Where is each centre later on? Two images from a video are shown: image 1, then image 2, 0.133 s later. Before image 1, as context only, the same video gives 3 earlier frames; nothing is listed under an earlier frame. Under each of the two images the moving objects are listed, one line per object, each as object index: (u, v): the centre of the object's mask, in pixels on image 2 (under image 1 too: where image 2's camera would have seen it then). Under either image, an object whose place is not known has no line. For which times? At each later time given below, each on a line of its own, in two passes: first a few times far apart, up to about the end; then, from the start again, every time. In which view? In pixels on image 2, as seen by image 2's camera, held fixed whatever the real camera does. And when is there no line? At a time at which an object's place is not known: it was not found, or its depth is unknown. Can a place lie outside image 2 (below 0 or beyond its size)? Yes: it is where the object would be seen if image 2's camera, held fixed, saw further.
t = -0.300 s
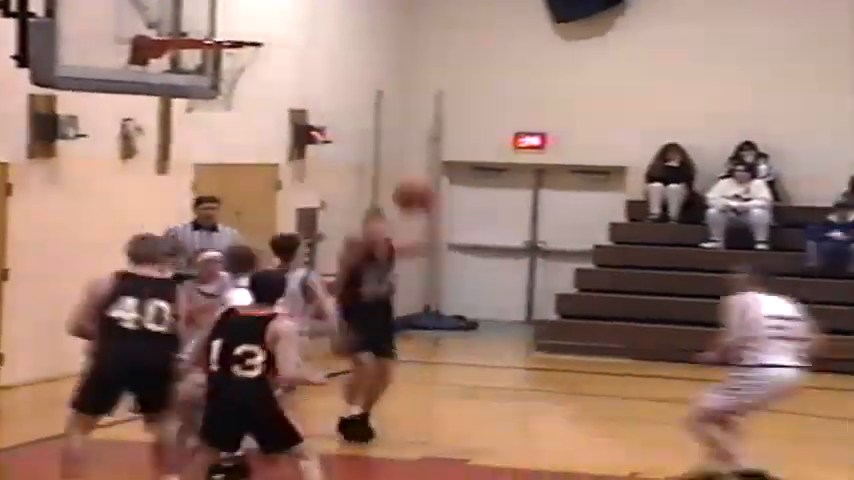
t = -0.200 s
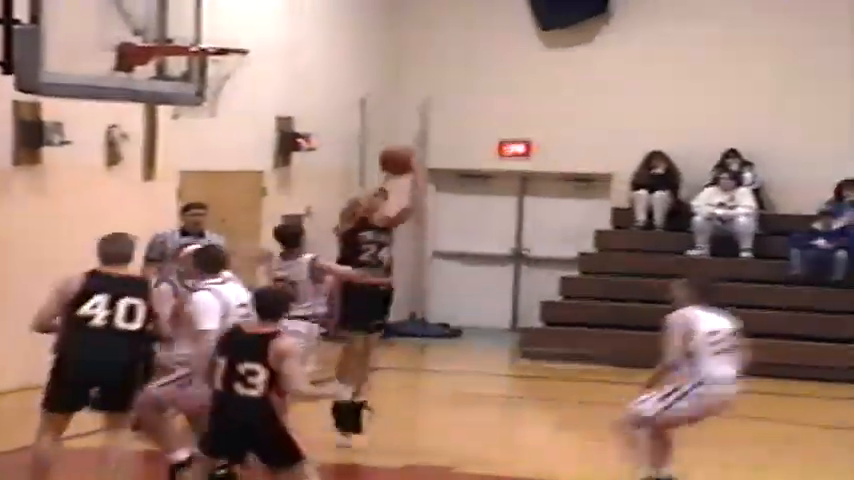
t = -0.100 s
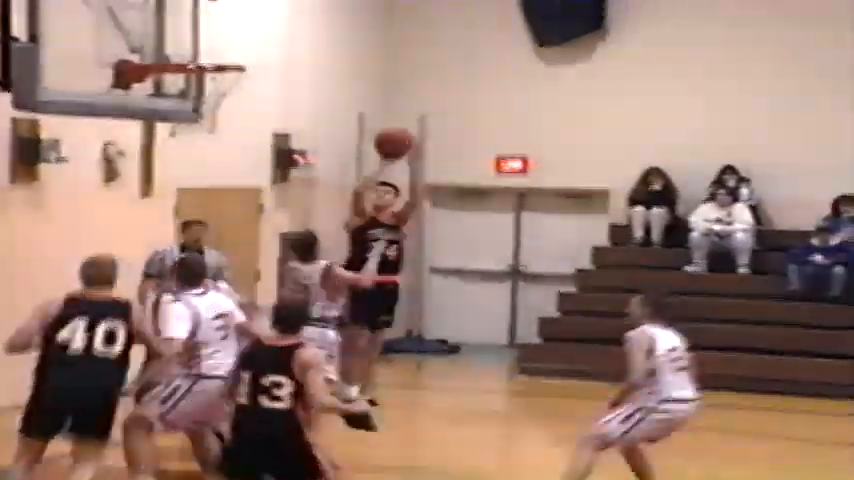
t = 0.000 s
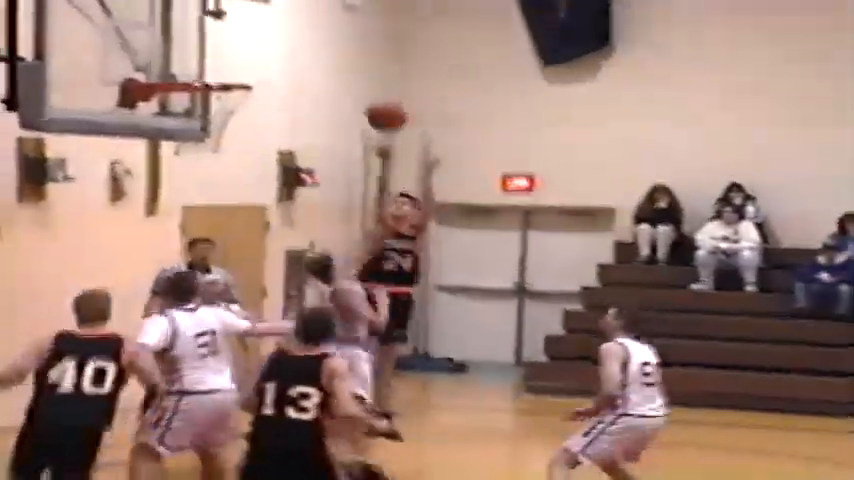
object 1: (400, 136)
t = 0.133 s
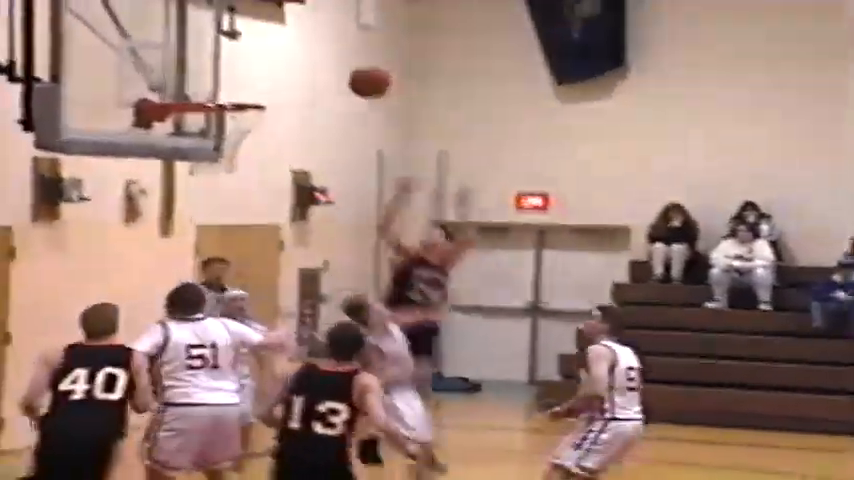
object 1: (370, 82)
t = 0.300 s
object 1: (326, 45)
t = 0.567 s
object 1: (250, 61)
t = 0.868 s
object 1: (239, 119)
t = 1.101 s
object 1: (203, 193)
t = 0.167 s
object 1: (362, 72)
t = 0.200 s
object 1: (352, 63)
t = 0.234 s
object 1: (344, 56)
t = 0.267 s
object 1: (336, 49)
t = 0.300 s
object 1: (326, 45)
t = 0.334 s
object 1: (317, 41)
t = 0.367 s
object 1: (308, 39)
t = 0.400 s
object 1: (298, 39)
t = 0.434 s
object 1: (289, 41)
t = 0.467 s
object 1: (279, 43)
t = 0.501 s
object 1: (270, 47)
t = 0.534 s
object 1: (260, 53)
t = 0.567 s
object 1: (250, 61)
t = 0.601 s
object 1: (240, 69)
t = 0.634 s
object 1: (229, 81)
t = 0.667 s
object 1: (219, 90)
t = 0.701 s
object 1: (214, 94)
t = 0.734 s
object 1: (212, 96)
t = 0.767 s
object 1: (213, 107)
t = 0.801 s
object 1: (223, 110)
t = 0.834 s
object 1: (235, 116)
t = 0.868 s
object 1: (239, 119)
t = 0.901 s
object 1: (236, 128)
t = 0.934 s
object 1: (230, 137)
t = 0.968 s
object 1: (227, 146)
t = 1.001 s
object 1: (220, 155)
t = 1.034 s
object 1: (214, 166)
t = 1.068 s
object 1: (209, 178)
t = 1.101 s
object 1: (203, 193)
